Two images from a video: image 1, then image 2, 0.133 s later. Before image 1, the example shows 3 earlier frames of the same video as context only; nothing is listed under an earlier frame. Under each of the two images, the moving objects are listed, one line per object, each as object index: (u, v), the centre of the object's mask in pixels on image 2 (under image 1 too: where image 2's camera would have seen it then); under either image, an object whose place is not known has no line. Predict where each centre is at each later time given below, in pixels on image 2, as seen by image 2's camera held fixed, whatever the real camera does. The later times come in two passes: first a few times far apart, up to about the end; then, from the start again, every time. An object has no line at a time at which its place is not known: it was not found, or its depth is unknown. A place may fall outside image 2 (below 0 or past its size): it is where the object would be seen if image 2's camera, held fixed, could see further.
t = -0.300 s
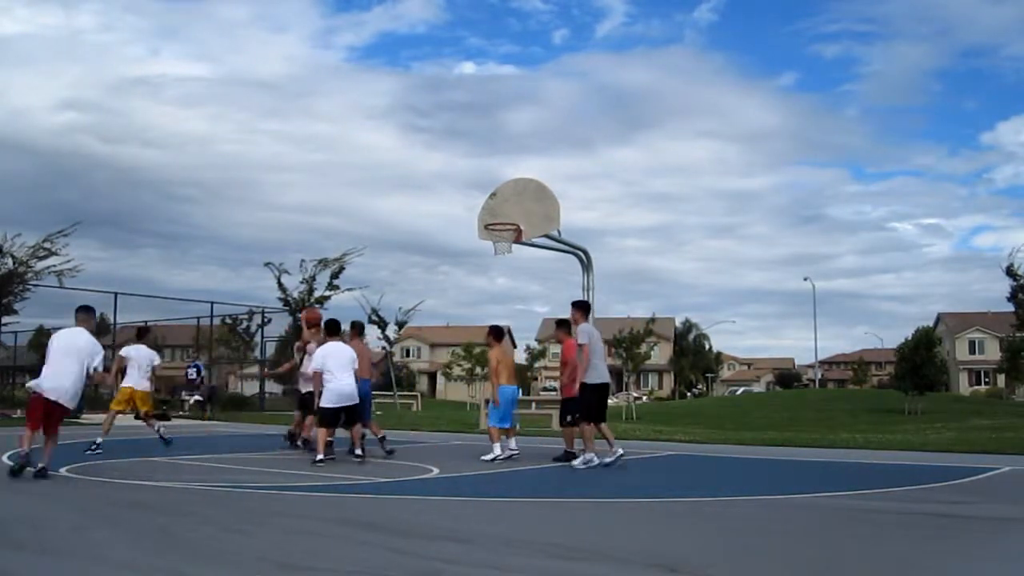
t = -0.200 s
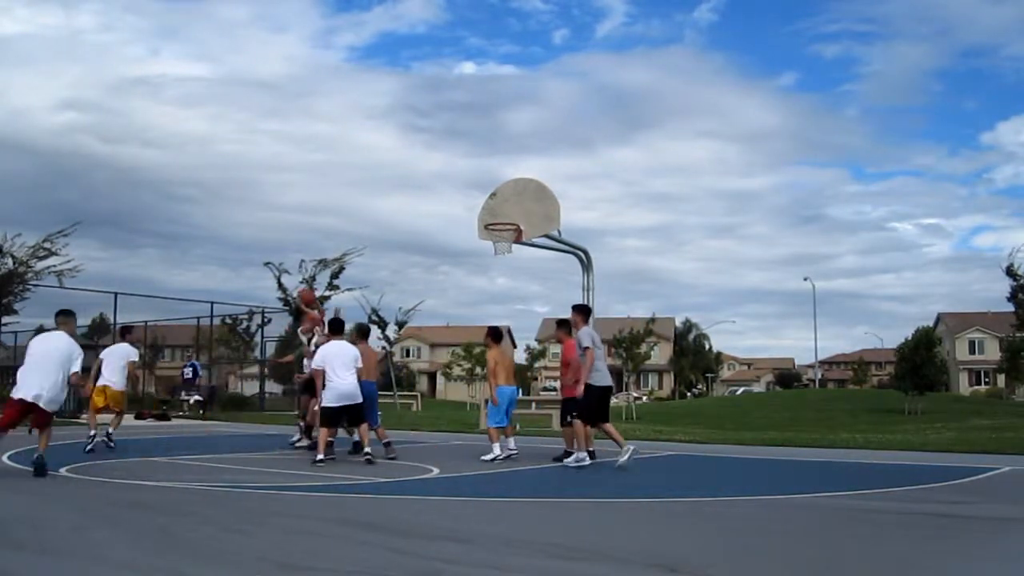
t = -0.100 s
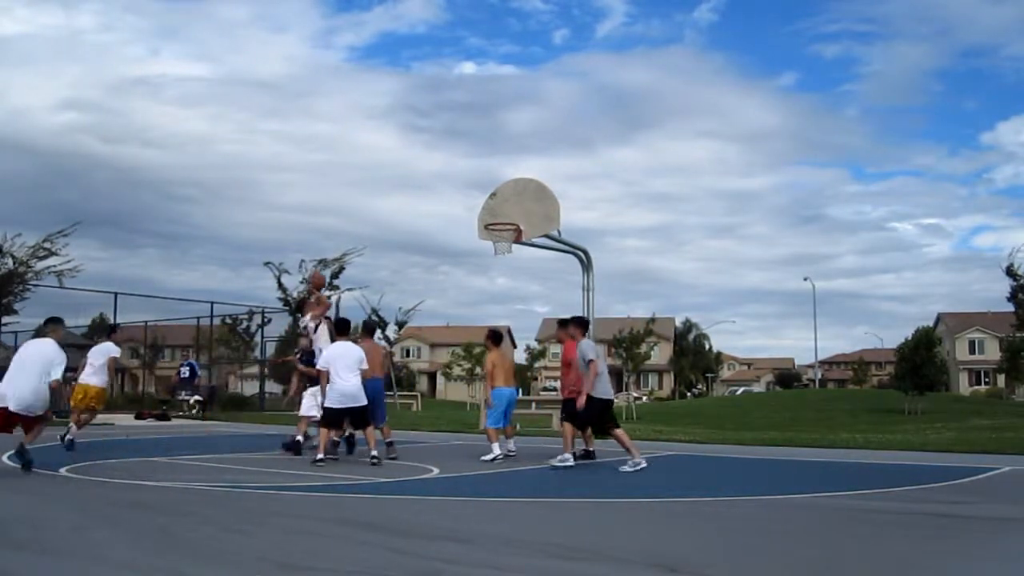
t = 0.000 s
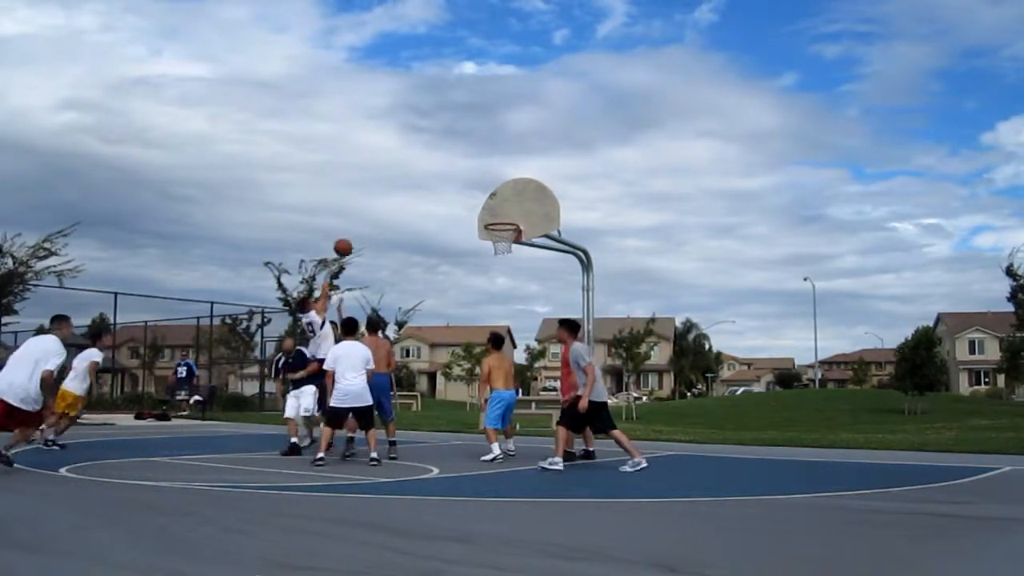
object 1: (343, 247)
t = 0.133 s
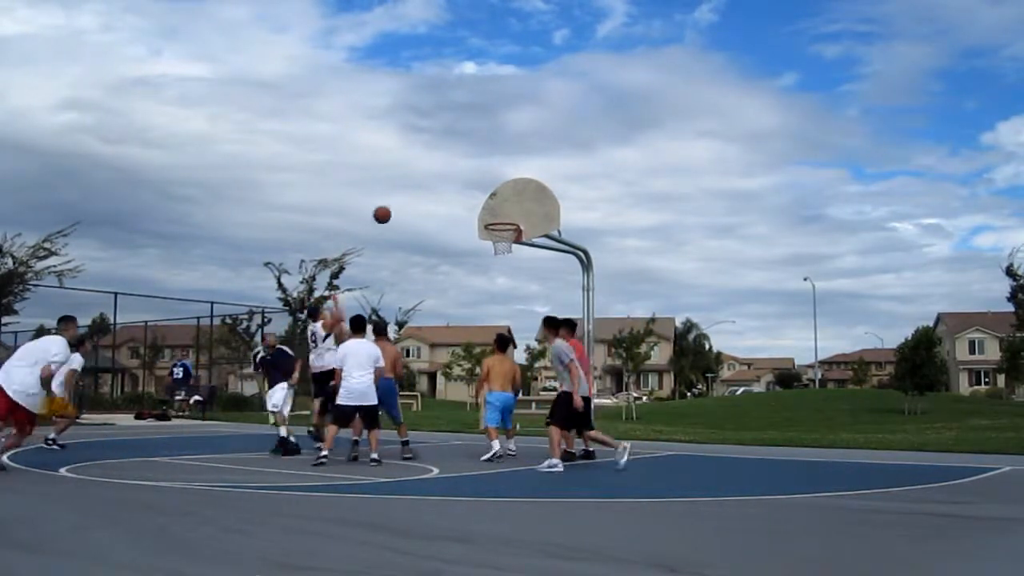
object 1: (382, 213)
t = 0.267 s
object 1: (419, 195)
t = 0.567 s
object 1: (496, 201)
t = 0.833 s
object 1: (505, 213)
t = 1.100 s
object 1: (518, 213)
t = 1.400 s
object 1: (509, 212)
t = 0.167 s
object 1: (391, 208)
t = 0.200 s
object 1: (401, 203)
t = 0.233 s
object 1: (410, 199)
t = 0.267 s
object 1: (419, 195)
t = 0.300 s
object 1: (428, 192)
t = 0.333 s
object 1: (437, 191)
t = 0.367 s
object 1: (446, 190)
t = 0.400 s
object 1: (454, 190)
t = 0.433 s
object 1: (463, 190)
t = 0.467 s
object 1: (471, 192)
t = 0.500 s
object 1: (479, 194)
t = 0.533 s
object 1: (488, 197)
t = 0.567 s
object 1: (496, 201)
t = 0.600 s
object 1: (501, 204)
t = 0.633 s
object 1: (499, 206)
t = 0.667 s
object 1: (497, 210)
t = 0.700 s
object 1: (496, 213)
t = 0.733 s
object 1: (494, 217)
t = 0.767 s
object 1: (496, 217)
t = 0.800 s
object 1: (500, 215)
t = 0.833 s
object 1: (505, 213)
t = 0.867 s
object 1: (509, 213)
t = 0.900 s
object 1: (513, 213)
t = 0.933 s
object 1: (518, 214)
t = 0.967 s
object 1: (522, 216)
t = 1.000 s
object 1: (521, 217)
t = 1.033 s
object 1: (519, 216)
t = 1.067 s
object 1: (519, 214)
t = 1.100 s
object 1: (518, 213)
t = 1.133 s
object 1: (517, 212)
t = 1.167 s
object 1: (516, 212)
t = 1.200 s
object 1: (516, 212)
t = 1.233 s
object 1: (515, 214)
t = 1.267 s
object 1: (514, 213)
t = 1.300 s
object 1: (513, 212)
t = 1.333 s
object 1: (512, 212)
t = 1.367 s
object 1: (510, 212)
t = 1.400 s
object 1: (509, 212)
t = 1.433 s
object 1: (508, 214)
